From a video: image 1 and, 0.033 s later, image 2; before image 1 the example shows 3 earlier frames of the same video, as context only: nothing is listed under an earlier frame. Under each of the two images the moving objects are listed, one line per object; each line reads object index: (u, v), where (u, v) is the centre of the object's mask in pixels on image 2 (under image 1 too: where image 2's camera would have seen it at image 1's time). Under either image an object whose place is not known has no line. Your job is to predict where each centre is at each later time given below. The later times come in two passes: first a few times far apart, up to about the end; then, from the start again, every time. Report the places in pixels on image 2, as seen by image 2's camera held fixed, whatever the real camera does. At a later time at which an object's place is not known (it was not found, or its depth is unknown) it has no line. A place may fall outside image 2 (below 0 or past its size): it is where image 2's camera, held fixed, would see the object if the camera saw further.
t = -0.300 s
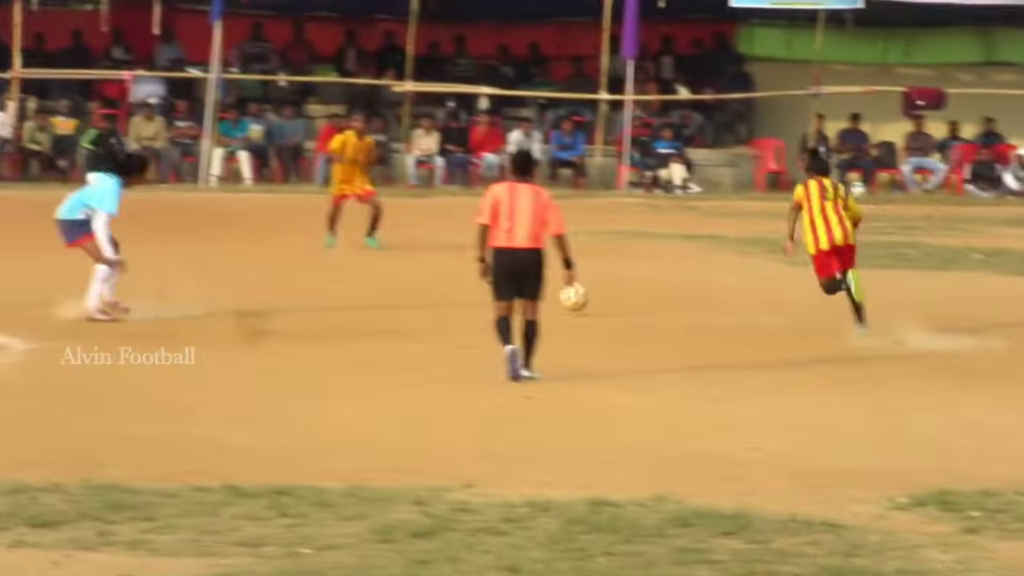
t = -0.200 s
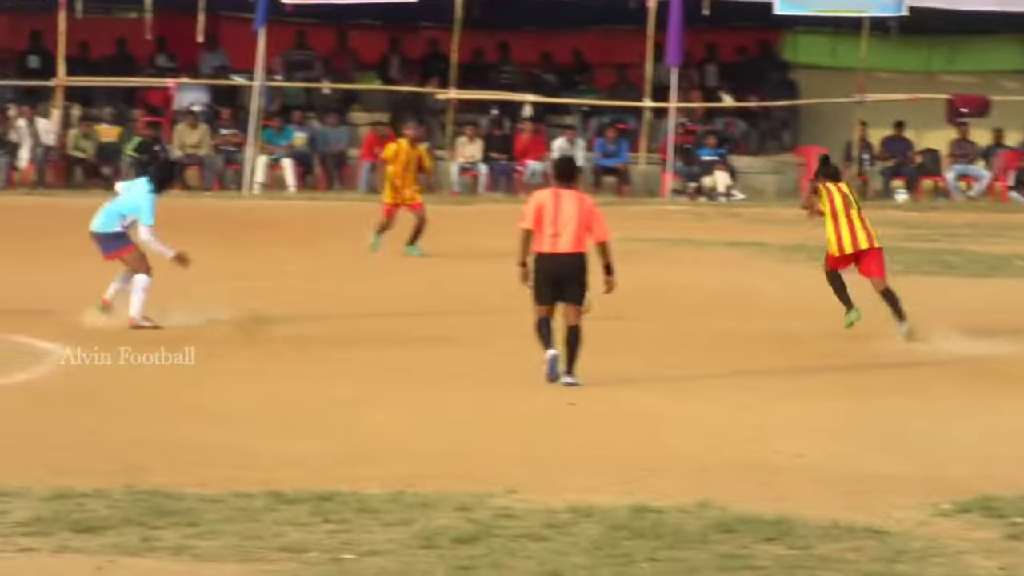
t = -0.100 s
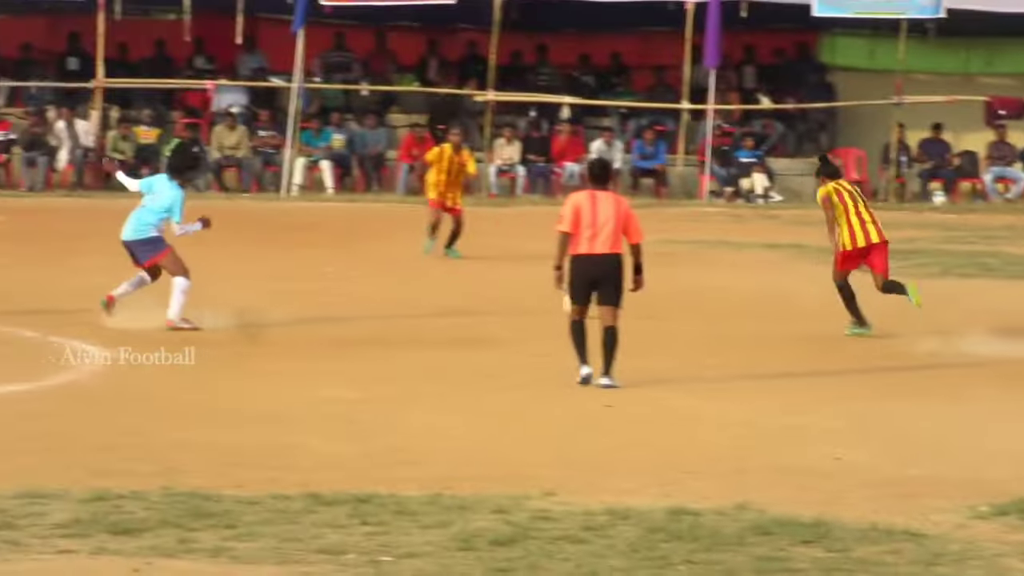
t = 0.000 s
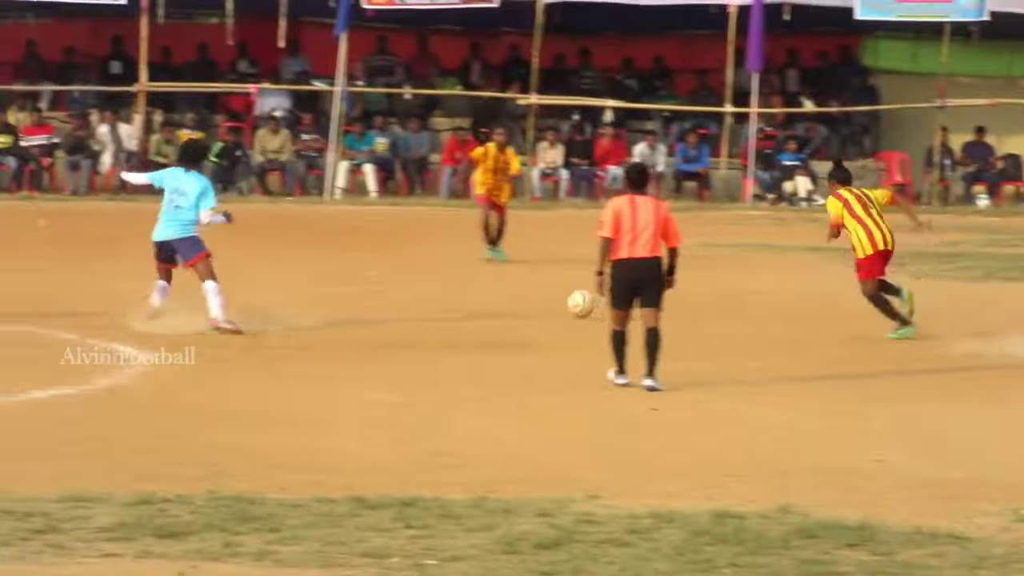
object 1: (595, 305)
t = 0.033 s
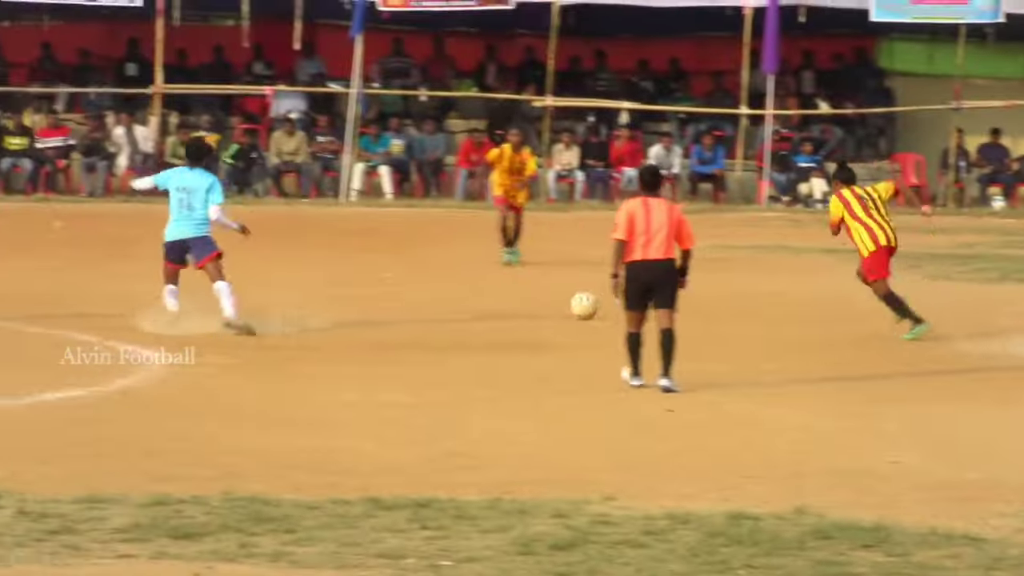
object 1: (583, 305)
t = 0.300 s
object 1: (487, 300)
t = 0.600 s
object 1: (384, 290)
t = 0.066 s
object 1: (571, 304)
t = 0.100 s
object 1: (558, 302)
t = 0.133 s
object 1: (546, 301)
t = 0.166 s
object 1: (534, 303)
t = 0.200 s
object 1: (523, 301)
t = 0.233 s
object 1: (511, 300)
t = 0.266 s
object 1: (499, 300)
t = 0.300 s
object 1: (487, 300)
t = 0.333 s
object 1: (475, 296)
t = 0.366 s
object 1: (464, 296)
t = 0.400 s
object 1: (452, 295)
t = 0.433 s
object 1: (440, 296)
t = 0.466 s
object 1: (428, 293)
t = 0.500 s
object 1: (417, 291)
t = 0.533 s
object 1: (407, 289)
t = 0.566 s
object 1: (395, 289)
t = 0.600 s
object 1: (384, 290)
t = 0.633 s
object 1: (373, 293)
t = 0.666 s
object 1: (363, 289)
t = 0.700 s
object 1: (352, 286)
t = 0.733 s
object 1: (341, 284)
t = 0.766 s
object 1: (330, 285)
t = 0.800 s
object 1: (319, 286)
